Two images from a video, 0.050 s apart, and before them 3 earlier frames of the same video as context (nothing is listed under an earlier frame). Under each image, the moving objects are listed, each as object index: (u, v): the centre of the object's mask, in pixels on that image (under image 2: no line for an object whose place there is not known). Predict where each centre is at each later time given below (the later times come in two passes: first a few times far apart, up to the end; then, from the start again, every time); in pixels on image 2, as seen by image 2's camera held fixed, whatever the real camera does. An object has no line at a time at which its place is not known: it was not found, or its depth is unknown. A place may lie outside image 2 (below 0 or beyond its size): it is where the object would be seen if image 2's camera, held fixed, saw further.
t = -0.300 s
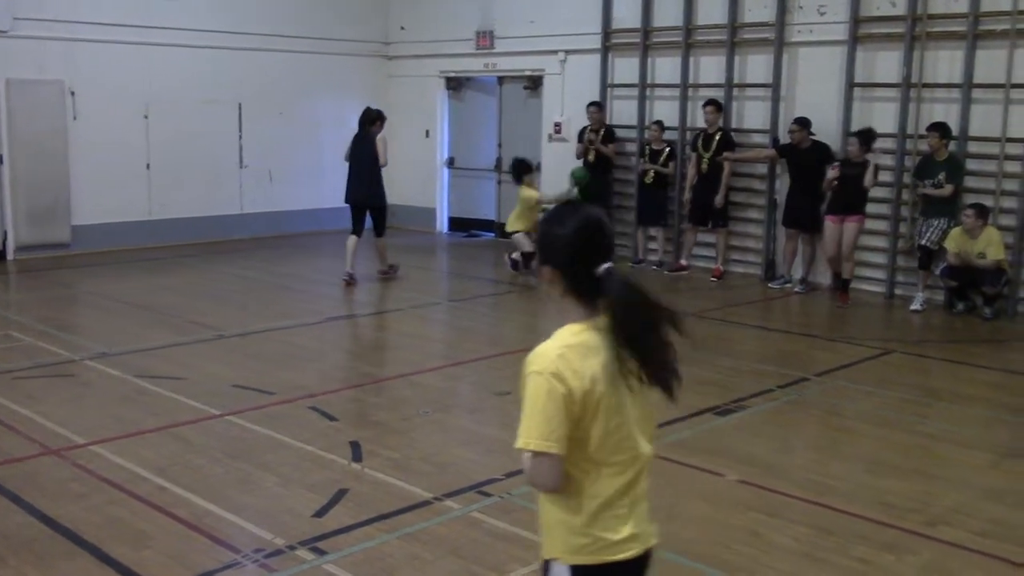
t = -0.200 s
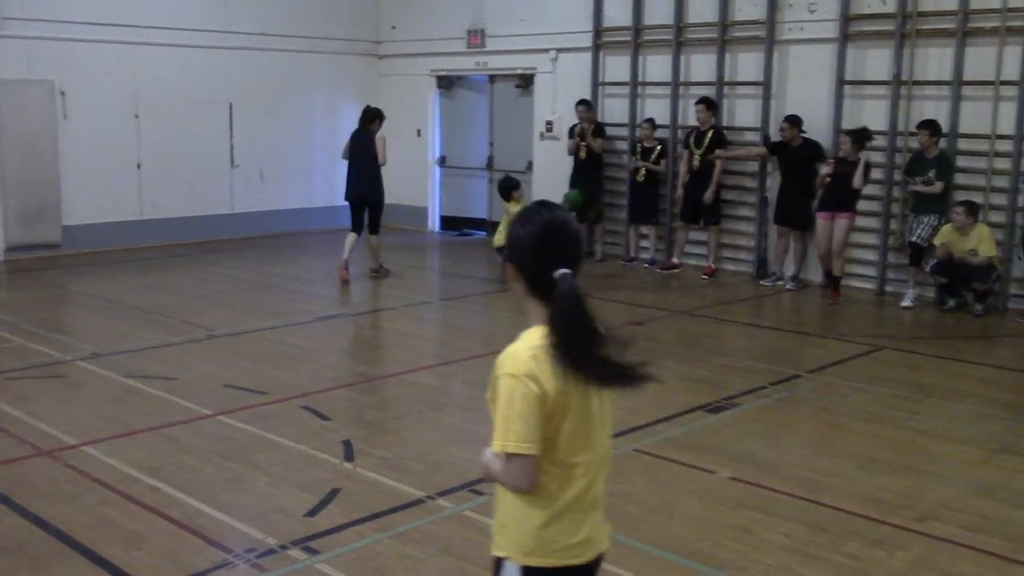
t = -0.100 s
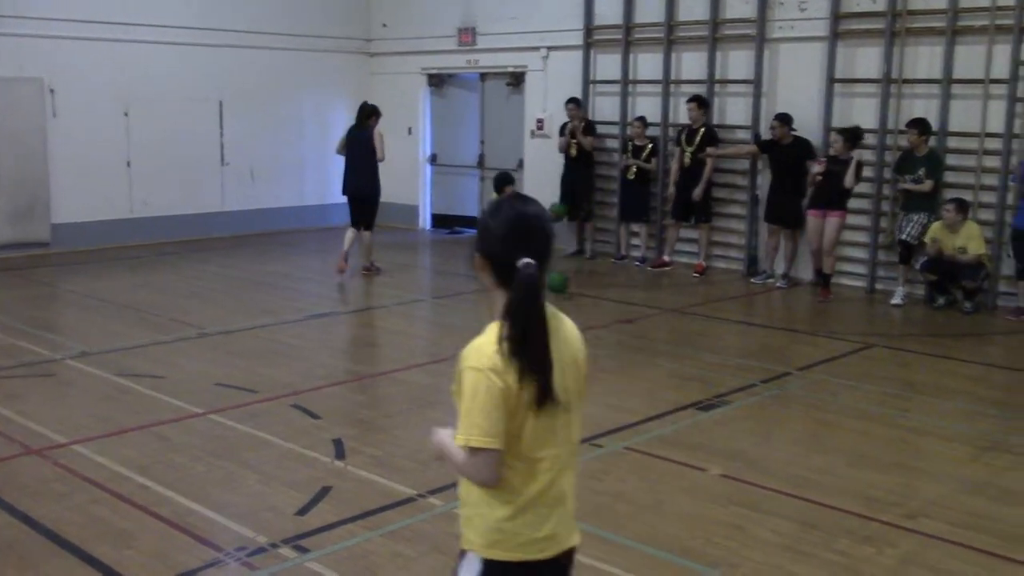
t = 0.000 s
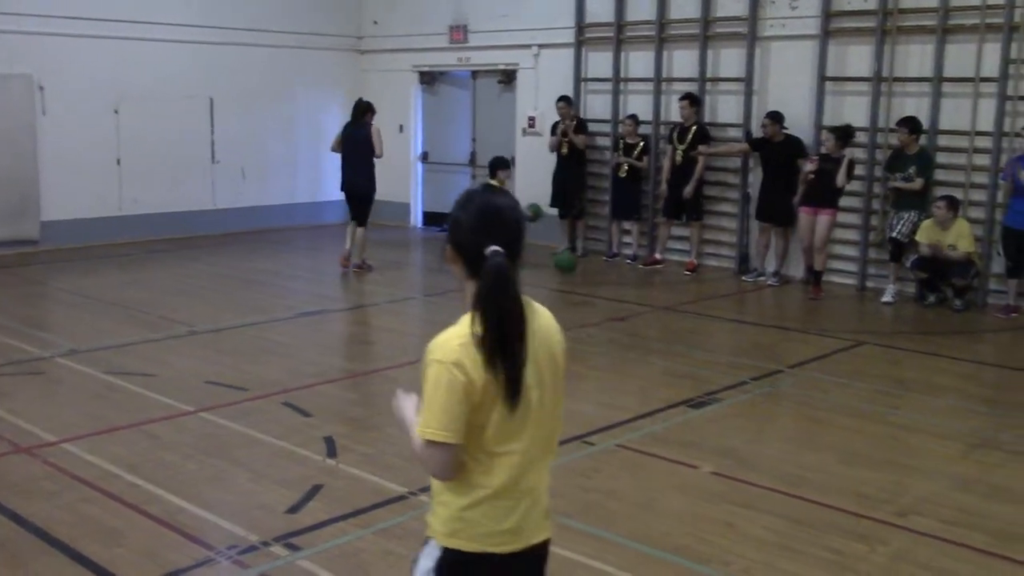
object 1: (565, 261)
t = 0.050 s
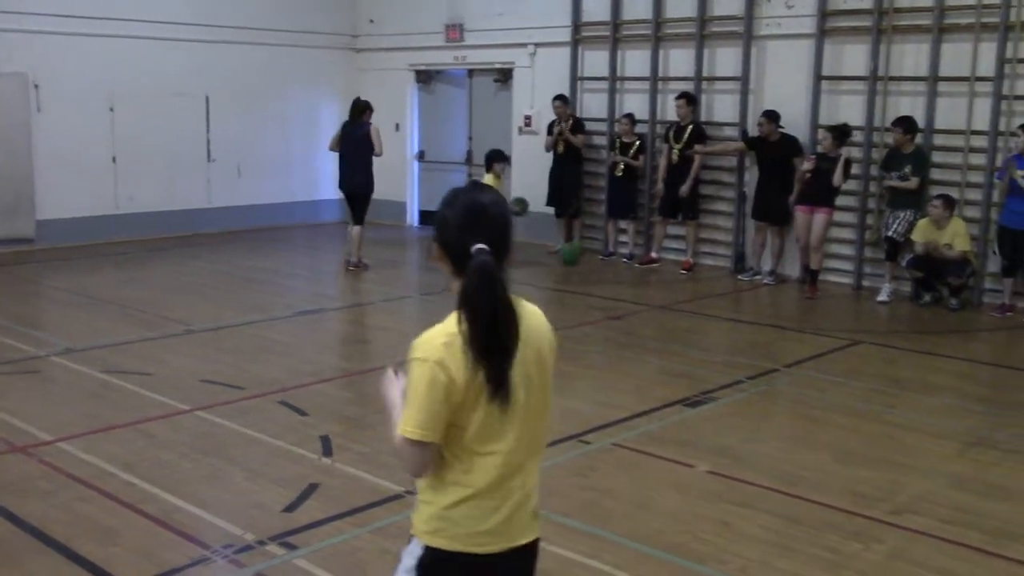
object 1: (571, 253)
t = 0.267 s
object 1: (608, 260)
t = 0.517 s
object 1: (654, 326)
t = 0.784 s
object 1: (708, 331)
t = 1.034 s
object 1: (766, 367)
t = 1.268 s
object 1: (813, 404)
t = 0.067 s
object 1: (573, 252)
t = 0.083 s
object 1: (574, 252)
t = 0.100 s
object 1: (577, 251)
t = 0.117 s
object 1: (581, 250)
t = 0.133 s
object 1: (584, 250)
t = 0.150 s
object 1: (589, 250)
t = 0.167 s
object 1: (591, 250)
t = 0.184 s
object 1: (592, 250)
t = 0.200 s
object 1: (595, 251)
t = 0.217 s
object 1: (598, 253)
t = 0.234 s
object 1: (601, 255)
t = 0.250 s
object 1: (605, 257)
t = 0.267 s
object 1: (608, 260)
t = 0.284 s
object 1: (612, 263)
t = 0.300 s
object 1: (614, 266)
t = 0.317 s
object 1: (617, 270)
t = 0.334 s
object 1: (620, 274)
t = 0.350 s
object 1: (624, 278)
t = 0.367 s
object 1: (626, 283)
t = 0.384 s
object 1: (629, 288)
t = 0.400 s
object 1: (631, 292)
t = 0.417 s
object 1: (635, 300)
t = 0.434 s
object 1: (639, 306)
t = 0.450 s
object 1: (642, 313)
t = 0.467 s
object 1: (645, 322)
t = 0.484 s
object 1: (647, 326)
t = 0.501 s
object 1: (650, 328)
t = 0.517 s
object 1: (654, 326)
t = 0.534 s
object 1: (657, 322)
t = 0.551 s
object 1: (660, 319)
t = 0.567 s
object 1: (663, 318)
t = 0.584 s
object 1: (666, 318)
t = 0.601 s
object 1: (670, 316)
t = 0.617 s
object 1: (675, 315)
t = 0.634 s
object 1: (677, 315)
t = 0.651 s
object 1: (680, 315)
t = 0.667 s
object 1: (684, 316)
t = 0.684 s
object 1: (687, 317)
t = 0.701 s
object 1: (691, 318)
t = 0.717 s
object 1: (693, 319)
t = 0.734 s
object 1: (697, 321)
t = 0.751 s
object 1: (701, 324)
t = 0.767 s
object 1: (705, 328)
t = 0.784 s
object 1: (708, 331)
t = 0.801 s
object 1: (713, 334)
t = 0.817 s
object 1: (717, 338)
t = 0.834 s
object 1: (720, 342)
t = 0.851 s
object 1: (723, 348)
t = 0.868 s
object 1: (727, 354)
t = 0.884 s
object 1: (730, 360)
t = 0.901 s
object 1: (733, 366)
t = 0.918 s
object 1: (738, 368)
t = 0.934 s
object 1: (741, 367)
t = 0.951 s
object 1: (745, 365)
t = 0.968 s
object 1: (750, 366)
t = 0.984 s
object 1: (755, 365)
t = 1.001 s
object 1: (758, 365)
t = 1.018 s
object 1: (763, 366)
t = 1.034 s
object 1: (766, 367)
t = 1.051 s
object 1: (770, 370)
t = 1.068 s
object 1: (775, 373)
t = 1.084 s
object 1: (779, 375)
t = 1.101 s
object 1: (784, 379)
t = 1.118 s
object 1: (788, 382)
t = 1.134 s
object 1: (792, 386)
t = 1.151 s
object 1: (795, 389)
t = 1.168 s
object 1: (801, 397)
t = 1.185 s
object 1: (805, 400)
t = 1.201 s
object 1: (809, 402)
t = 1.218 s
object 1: (812, 402)
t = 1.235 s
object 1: (810, 403)
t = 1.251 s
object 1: (810, 403)
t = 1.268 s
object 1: (813, 404)
